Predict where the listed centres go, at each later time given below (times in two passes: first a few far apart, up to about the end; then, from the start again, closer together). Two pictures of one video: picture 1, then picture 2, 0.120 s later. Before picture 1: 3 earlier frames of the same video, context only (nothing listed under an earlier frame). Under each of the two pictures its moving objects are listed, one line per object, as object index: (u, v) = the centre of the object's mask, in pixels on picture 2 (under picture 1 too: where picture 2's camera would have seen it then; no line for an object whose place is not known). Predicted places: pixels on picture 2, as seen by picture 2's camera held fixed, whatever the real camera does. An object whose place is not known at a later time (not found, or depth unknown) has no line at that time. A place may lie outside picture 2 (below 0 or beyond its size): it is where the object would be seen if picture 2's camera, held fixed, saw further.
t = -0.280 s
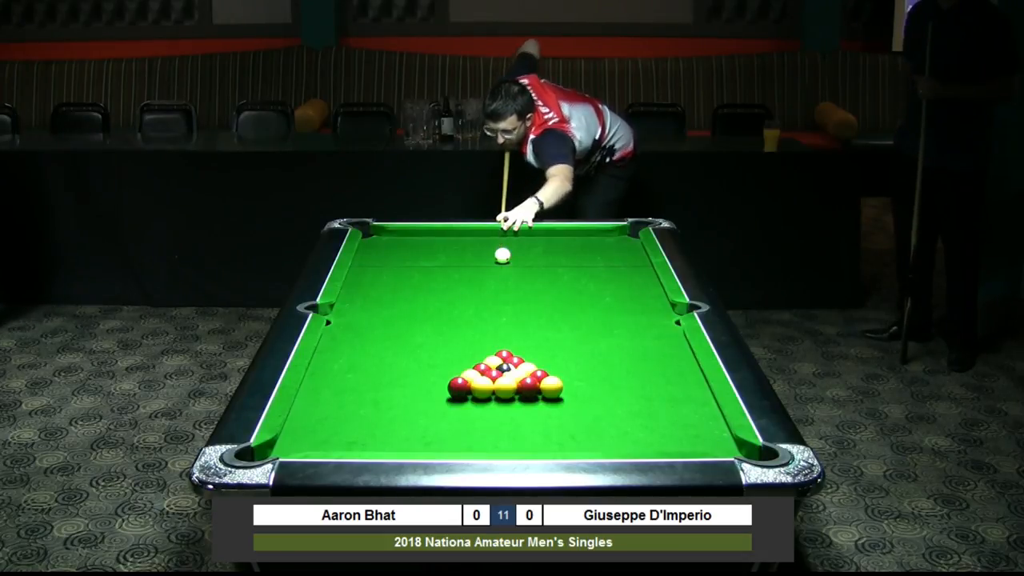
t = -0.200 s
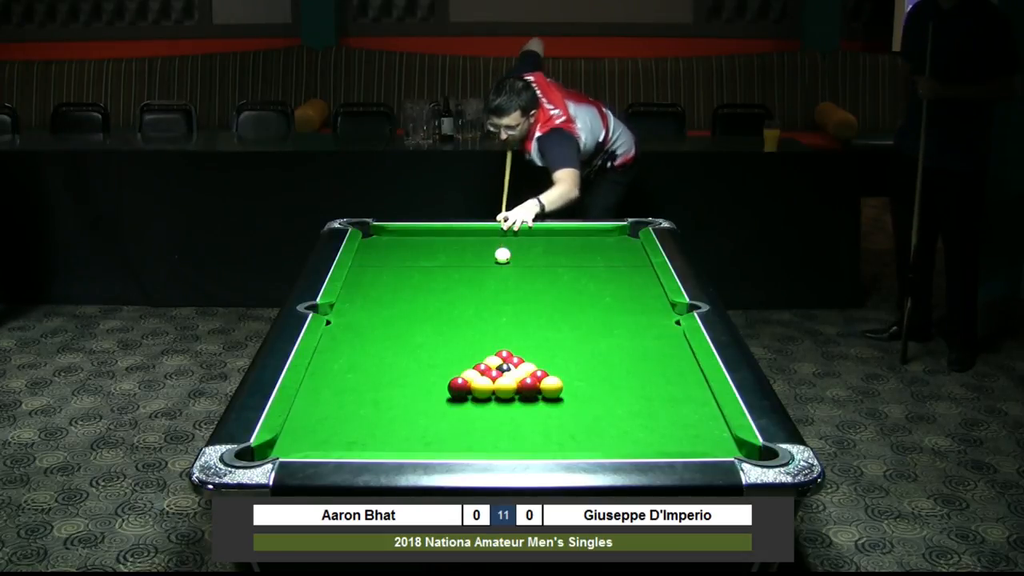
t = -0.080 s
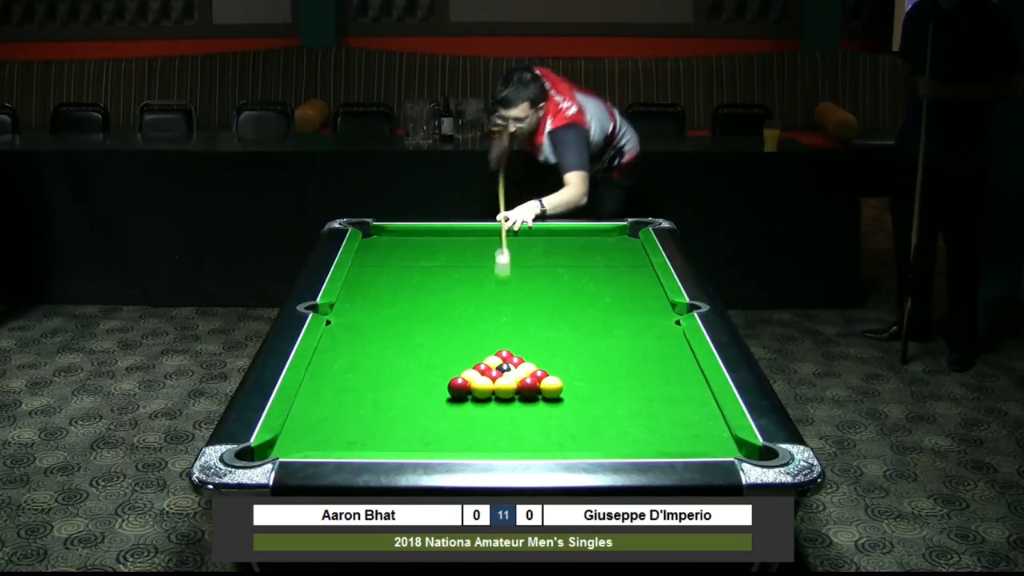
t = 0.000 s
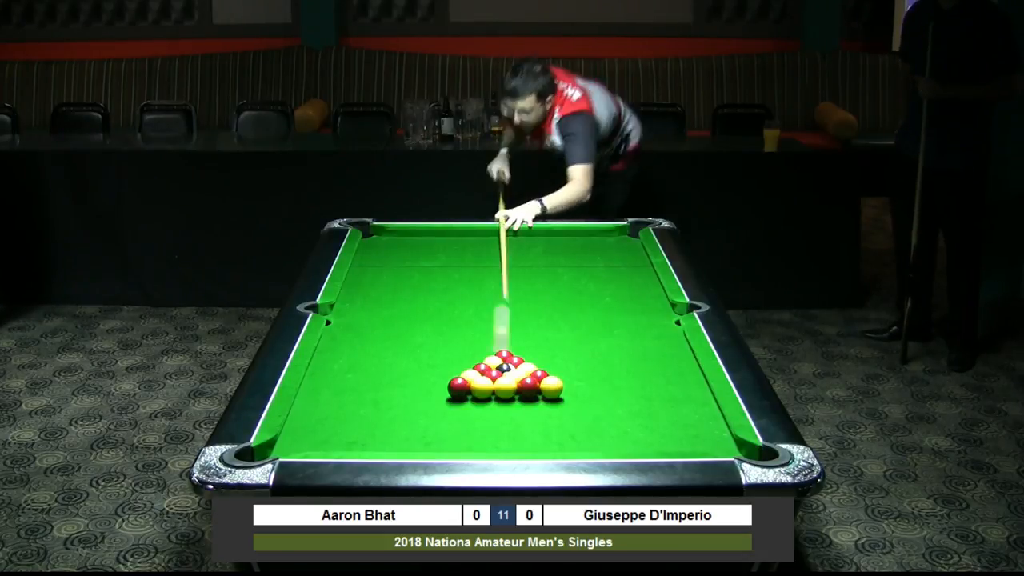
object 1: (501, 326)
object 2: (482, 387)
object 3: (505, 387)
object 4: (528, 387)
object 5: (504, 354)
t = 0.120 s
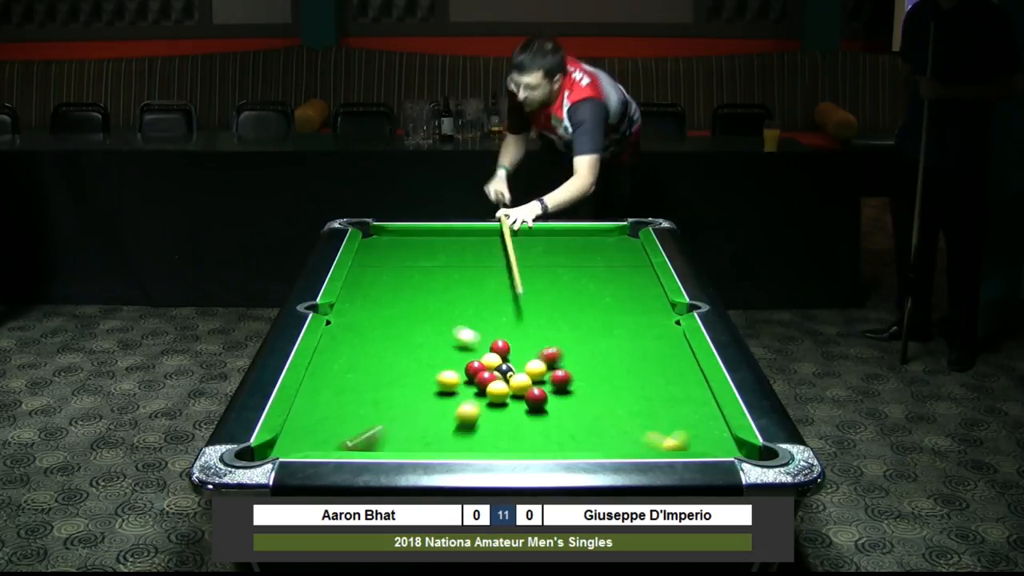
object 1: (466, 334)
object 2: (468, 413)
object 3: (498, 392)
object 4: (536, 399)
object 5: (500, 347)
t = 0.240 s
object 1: (432, 323)
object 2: (452, 440)
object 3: (490, 396)
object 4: (544, 411)
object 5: (495, 338)
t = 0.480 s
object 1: (377, 309)
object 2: (433, 421)
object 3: (475, 405)
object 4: (561, 434)
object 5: (488, 318)
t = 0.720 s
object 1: (350, 304)
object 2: (418, 390)
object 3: (461, 414)
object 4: (578, 444)
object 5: (481, 301)
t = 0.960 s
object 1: (373, 305)
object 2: (406, 364)
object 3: (447, 421)
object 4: (589, 433)
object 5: (475, 285)
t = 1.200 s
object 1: (394, 307)
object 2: (395, 343)
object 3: (435, 428)
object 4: (599, 421)
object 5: (469, 272)
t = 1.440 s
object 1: (414, 309)
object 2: (385, 323)
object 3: (424, 435)
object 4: (607, 410)
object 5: (463, 260)
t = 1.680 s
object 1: (432, 310)
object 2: (377, 306)
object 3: (416, 439)
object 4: (615, 400)
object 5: (458, 249)
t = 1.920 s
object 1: (449, 311)
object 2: (369, 292)
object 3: (409, 442)
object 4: (622, 393)
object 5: (453, 239)
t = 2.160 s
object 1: (480, 327)
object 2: (363, 279)
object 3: (403, 443)
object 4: (628, 385)
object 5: (449, 232)
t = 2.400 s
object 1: (516, 336)
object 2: (358, 267)
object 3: (399, 445)
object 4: (634, 379)
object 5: (450, 236)
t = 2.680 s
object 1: (556, 342)
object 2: (367, 256)
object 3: (396, 446)
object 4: (640, 374)
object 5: (452, 241)
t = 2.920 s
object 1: (602, 356)
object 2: (375, 248)
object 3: (396, 446)
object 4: (643, 371)
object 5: (453, 246)
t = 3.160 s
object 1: (627, 365)
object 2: (381, 241)
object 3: (396, 446)
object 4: (662, 372)
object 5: (454, 249)
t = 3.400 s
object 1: (629, 368)
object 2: (386, 234)
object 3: (396, 446)
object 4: (693, 377)
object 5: (455, 253)
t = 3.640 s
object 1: (630, 370)
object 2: (388, 233)
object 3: (396, 446)
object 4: (680, 381)
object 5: (456, 256)
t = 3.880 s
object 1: (630, 370)
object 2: (387, 237)
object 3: (396, 446)
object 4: (666, 384)
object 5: (457, 258)
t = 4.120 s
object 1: (630, 371)
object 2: (386, 240)
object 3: (396, 446)
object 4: (654, 387)
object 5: (457, 260)
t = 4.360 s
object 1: (630, 371)
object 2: (391, 242)
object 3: (396, 446)
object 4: (644, 389)
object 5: (458, 262)
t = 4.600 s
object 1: (630, 370)
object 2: (397, 243)
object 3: (396, 446)
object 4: (636, 391)
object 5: (458, 263)
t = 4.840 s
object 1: (630, 371)
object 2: (401, 244)
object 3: (396, 446)
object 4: (629, 393)
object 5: (459, 263)
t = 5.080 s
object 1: (630, 371)
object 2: (403, 244)
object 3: (396, 446)
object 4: (624, 394)
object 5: (459, 264)
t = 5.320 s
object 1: (630, 371)
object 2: (405, 244)
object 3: (396, 446)
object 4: (621, 394)
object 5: (459, 264)
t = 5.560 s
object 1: (630, 371)
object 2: (405, 245)
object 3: (396, 446)
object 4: (620, 395)
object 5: (459, 264)
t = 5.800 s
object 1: (630, 371)
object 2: (405, 245)
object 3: (396, 446)
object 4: (620, 395)
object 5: (459, 264)
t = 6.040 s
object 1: (630, 371)
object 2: (405, 245)
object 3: (396, 446)
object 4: (621, 395)
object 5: (459, 263)
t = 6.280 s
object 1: (630, 371)
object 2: (405, 244)
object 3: (396, 446)
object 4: (621, 395)
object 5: (459, 263)
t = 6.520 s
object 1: (630, 371)
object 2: (405, 244)
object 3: (396, 446)
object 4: (621, 395)
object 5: (459, 263)
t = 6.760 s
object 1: (630, 371)
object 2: (405, 244)
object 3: (396, 446)
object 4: (621, 395)
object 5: (459, 263)
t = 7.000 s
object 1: (630, 371)
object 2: (405, 244)
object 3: (396, 446)
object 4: (621, 395)
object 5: (459, 263)
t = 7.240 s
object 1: (630, 371)
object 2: (405, 245)
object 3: (396, 446)
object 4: (621, 395)
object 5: (459, 263)
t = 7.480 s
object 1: (630, 371)
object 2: (405, 244)
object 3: (396, 446)
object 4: (621, 395)
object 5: (459, 263)
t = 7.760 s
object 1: (630, 371)
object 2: (405, 244)
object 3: (396, 446)
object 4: (621, 395)
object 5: (459, 263)
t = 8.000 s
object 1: (630, 371)
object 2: (405, 244)
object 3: (396, 446)
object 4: (621, 395)
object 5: (459, 263)
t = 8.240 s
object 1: (630, 371)
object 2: (405, 244)
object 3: (396, 446)
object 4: (621, 395)
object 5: (459, 263)
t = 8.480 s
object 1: (630, 371)
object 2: (405, 244)
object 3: (396, 446)
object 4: (621, 395)
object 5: (459, 263)
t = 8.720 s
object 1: (630, 371)
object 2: (405, 245)
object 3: (396, 446)
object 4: (621, 395)
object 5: (459, 263)
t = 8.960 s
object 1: (630, 371)
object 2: (405, 245)
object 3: (396, 446)
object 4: (621, 395)
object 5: (459, 263)
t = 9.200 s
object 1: (630, 371)
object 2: (405, 245)
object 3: (396, 446)
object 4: (621, 395)
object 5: (459, 263)
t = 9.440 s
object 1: (630, 371)
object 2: (405, 245)
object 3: (396, 446)
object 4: (621, 395)
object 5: (459, 263)
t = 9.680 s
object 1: (630, 371)
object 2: (405, 245)
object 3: (396, 446)
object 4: (621, 395)
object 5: (459, 263)
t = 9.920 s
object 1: (630, 371)
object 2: (405, 245)
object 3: (396, 446)
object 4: (621, 395)
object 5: (459, 263)
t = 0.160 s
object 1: (454, 330)
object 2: (462, 423)
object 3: (495, 393)
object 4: (538, 403)
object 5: (499, 344)
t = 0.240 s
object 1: (432, 323)
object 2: (452, 440)
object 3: (490, 396)
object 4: (544, 411)
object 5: (495, 338)
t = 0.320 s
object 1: (412, 316)
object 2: (444, 442)
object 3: (485, 399)
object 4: (550, 419)
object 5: (493, 331)
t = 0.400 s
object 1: (394, 312)
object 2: (438, 431)
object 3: (480, 402)
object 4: (555, 426)
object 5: (490, 324)
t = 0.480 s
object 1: (377, 309)
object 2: (433, 421)
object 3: (475, 405)
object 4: (561, 434)
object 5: (488, 318)
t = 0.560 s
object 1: (362, 306)
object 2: (428, 410)
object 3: (470, 408)
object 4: (567, 441)
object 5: (486, 312)
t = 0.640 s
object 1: (346, 304)
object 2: (423, 399)
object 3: (465, 411)
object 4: (573, 445)
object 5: (483, 306)
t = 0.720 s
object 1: (350, 304)
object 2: (418, 390)
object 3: (461, 414)
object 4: (578, 444)
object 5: (481, 301)
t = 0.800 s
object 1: (358, 304)
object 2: (414, 381)
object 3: (456, 416)
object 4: (581, 441)
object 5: (479, 295)
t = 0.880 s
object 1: (365, 305)
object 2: (410, 373)
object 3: (452, 419)
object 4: (585, 437)
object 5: (477, 290)
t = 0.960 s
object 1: (373, 305)
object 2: (406, 364)
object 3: (447, 421)
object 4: (589, 433)
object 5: (475, 285)
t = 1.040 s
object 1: (380, 306)
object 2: (402, 357)
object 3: (443, 424)
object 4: (592, 429)
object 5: (473, 281)
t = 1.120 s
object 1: (387, 307)
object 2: (398, 349)
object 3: (439, 426)
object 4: (595, 424)
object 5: (471, 276)
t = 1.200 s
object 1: (394, 307)
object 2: (395, 343)
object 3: (435, 428)
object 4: (599, 421)
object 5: (469, 272)
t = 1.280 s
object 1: (401, 308)
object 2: (392, 336)
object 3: (431, 431)
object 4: (602, 417)
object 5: (467, 268)
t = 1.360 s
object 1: (408, 308)
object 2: (388, 329)
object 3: (428, 433)
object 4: (604, 413)
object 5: (465, 264)
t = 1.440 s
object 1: (414, 309)
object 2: (385, 323)
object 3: (424, 435)
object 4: (607, 410)
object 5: (463, 260)
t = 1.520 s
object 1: (420, 309)
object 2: (382, 317)
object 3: (421, 436)
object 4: (610, 406)
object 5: (462, 256)
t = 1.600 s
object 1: (426, 310)
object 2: (380, 312)
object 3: (418, 438)
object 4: (613, 403)
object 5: (460, 252)
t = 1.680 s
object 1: (432, 310)
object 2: (377, 306)
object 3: (416, 439)
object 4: (615, 400)
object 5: (458, 249)
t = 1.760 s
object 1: (438, 310)
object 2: (374, 301)
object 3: (413, 440)
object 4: (618, 398)
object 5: (456, 246)
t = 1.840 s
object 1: (443, 311)
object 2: (372, 296)
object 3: (411, 441)
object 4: (620, 395)
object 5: (455, 243)
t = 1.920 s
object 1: (449, 311)
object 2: (369, 292)
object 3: (409, 442)
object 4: (622, 393)
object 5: (453, 239)
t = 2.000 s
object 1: (459, 318)
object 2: (367, 287)
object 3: (407, 442)
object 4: (624, 390)
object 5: (452, 237)
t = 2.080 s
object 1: (469, 323)
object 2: (365, 283)
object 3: (405, 443)
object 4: (626, 388)
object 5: (450, 234)
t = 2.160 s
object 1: (480, 327)
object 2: (363, 279)
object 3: (403, 443)
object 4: (628, 385)
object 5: (449, 232)
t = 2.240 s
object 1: (492, 332)
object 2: (361, 274)
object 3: (401, 444)
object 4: (630, 383)
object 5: (449, 234)
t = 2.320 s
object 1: (504, 335)
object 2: (359, 271)
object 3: (400, 445)
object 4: (632, 382)
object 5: (450, 235)
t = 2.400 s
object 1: (516, 336)
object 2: (358, 267)
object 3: (399, 445)
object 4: (634, 379)
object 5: (450, 236)
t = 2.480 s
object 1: (527, 338)
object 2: (361, 264)
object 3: (398, 445)
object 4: (636, 378)
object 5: (451, 238)
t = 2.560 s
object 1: (539, 339)
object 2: (363, 261)
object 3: (397, 446)
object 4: (637, 376)
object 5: (451, 239)
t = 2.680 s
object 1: (556, 342)
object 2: (367, 256)
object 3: (396, 446)
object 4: (640, 374)
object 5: (452, 241)
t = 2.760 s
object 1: (571, 346)
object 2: (370, 254)
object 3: (396, 446)
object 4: (641, 373)
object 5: (452, 243)
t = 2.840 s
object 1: (587, 351)
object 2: (372, 251)
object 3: (396, 446)
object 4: (642, 372)
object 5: (453, 244)
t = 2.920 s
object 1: (602, 356)
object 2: (375, 248)
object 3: (396, 446)
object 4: (643, 371)
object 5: (453, 246)
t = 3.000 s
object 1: (617, 361)
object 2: (377, 246)
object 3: (396, 446)
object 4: (644, 370)
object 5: (454, 247)
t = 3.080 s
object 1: (626, 365)
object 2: (379, 243)
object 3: (396, 446)
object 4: (651, 369)
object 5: (454, 248)
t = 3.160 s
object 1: (627, 365)
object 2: (381, 241)
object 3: (396, 446)
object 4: (662, 372)
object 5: (454, 249)
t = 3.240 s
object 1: (627, 366)
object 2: (383, 239)
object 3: (396, 446)
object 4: (673, 374)
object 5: (455, 250)
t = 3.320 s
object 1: (628, 367)
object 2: (385, 237)
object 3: (396, 446)
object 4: (683, 375)
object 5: (455, 251)
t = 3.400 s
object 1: (629, 368)
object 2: (386, 234)
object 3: (396, 446)
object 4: (693, 377)
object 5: (455, 253)
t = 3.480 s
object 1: (629, 369)
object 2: (388, 232)
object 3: (396, 446)
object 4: (690, 378)
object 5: (456, 254)
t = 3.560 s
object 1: (630, 369)
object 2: (389, 232)
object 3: (396, 446)
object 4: (685, 380)
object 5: (456, 255)
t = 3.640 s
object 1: (630, 370)
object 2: (388, 233)
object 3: (396, 446)
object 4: (680, 381)
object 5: (456, 256)
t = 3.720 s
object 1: (630, 370)
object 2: (388, 235)
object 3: (396, 446)
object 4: (675, 382)
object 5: (457, 257)
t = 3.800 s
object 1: (630, 370)
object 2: (387, 236)
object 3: (396, 446)
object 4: (671, 383)
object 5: (457, 257)
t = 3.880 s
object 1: (630, 370)
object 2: (387, 237)
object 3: (396, 446)
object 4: (666, 384)
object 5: (457, 258)
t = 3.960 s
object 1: (630, 370)
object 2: (386, 238)
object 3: (396, 446)
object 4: (662, 385)
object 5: (457, 259)
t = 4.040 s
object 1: (630, 371)
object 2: (386, 239)
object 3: (396, 446)
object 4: (658, 386)
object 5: (457, 259)
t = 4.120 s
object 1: (630, 371)
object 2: (386, 240)
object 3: (396, 446)
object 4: (654, 387)
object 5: (457, 260)
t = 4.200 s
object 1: (630, 371)
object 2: (387, 241)
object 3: (396, 446)
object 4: (651, 388)
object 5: (458, 260)
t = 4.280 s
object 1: (630, 371)
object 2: (389, 242)
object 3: (396, 446)
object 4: (647, 388)
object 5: (458, 261)
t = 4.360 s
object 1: (630, 371)
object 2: (391, 242)
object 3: (396, 446)
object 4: (644, 389)
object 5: (458, 262)
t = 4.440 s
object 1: (630, 371)
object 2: (393, 242)
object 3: (396, 446)
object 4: (641, 390)
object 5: (458, 262)
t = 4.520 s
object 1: (630, 370)
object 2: (395, 243)
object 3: (396, 446)
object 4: (638, 391)
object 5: (458, 262)
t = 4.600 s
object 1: (630, 370)
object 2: (397, 243)
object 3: (396, 446)
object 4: (636, 391)
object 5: (458, 263)
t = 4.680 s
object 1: (630, 370)
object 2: (398, 243)
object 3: (396, 446)
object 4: (634, 391)
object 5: (458, 263)
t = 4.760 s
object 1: (630, 370)
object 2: (400, 243)
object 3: (396, 446)
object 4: (631, 392)
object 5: (458, 263)
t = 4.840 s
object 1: (630, 371)
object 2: (401, 244)
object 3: (396, 446)
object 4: (629, 393)
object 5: (459, 263)
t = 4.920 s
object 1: (630, 371)
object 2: (402, 244)
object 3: (396, 446)
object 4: (627, 393)
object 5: (459, 264)
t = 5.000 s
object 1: (630, 371)
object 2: (402, 244)
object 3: (396, 446)
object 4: (625, 393)
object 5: (459, 264)
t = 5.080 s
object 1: (630, 371)
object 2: (403, 244)
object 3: (396, 446)
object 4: (624, 394)
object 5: (459, 264)
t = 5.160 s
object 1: (630, 371)
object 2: (404, 244)
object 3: (396, 446)
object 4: (623, 394)
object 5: (459, 264)
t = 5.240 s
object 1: (630, 371)
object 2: (404, 244)
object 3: (396, 446)
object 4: (622, 394)
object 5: (459, 264)
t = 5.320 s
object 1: (630, 371)
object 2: (405, 244)
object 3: (396, 446)
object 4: (621, 394)
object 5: (459, 264)
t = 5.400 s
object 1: (630, 371)
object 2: (405, 245)
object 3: (396, 446)
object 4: (621, 395)
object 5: (459, 264)
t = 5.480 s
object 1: (630, 371)
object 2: (405, 245)
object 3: (396, 446)
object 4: (620, 395)
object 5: (459, 264)
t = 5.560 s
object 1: (630, 371)
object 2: (405, 245)
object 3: (396, 446)
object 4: (620, 395)
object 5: (459, 264)
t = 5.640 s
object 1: (630, 371)
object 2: (405, 245)
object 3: (396, 446)
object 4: (620, 395)
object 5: (459, 264)
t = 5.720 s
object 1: (630, 371)
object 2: (405, 245)
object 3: (396, 446)
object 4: (620, 395)
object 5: (459, 264)
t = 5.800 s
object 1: (630, 371)
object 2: (405, 245)
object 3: (396, 446)
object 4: (620, 395)
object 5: (459, 264)
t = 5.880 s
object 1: (630, 371)
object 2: (405, 245)
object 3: (396, 446)
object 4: (620, 395)
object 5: (459, 264)
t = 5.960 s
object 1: (630, 371)
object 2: (405, 244)
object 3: (396, 446)
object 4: (621, 395)
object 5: (459, 263)
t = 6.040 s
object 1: (630, 371)
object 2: (405, 245)
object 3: (396, 446)
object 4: (621, 395)
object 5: (459, 263)
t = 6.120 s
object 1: (630, 371)
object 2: (405, 245)
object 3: (396, 446)
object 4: (621, 395)
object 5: (459, 264)
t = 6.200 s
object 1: (630, 371)
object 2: (405, 245)
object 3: (396, 446)
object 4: (621, 395)
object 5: (459, 264)
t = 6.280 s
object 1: (630, 371)
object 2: (405, 244)
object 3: (396, 446)
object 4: (621, 395)
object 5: (459, 263)
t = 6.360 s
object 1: (630, 371)
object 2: (405, 245)
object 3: (396, 446)
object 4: (621, 395)
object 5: (459, 263)
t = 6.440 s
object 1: (630, 371)
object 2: (405, 245)
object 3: (396, 446)
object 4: (621, 395)
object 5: (459, 263)
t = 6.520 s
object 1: (630, 371)
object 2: (405, 244)
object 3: (396, 446)
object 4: (621, 395)
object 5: (459, 263)
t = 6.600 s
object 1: (630, 371)
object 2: (405, 244)
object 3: (396, 446)
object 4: (621, 395)
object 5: (459, 263)
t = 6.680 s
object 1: (630, 371)
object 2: (405, 244)
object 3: (396, 446)
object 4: (621, 395)
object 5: (459, 263)
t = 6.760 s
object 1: (630, 371)
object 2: (405, 244)
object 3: (396, 446)
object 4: (621, 395)
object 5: (459, 263)
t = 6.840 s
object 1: (630, 371)
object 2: (405, 244)
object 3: (396, 446)
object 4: (621, 395)
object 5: (459, 263)
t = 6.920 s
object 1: (630, 371)
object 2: (405, 244)
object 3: (396, 446)
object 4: (621, 395)
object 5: (459, 263)
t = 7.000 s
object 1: (630, 371)
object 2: (405, 244)
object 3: (396, 446)
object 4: (621, 395)
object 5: (459, 263)
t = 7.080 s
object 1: (630, 371)
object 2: (405, 244)
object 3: (396, 446)
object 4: (621, 395)
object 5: (459, 263)
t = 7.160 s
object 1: (630, 371)
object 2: (405, 245)
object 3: (396, 446)
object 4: (621, 395)
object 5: (459, 263)
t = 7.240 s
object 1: (630, 371)
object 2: (405, 245)
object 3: (396, 446)
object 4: (621, 395)
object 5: (459, 263)
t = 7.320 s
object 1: (630, 371)
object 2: (405, 244)
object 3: (396, 446)
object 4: (621, 395)
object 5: (459, 263)
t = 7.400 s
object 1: (630, 371)
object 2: (405, 244)
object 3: (396, 446)
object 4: (621, 395)
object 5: (459, 263)
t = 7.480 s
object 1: (630, 371)
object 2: (405, 244)
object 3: (396, 446)
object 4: (621, 395)
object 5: (459, 263)
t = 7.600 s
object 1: (630, 371)
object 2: (405, 244)
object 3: (396, 446)
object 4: (621, 395)
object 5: (459, 263)
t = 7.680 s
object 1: (630, 371)
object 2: (405, 244)
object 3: (396, 446)
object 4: (621, 395)
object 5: (459, 263)
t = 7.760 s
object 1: (630, 371)
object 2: (405, 244)
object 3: (396, 446)
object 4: (621, 395)
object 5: (459, 263)
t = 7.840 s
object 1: (630, 371)
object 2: (405, 244)
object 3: (396, 446)
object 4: (621, 395)
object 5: (459, 263)
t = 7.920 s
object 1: (630, 371)
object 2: (405, 244)
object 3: (396, 446)
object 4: (621, 395)
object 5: (459, 263)
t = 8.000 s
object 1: (630, 371)
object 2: (405, 244)
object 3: (396, 446)
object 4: (621, 395)
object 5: (459, 263)
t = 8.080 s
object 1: (630, 371)
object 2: (405, 245)
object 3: (396, 446)
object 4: (621, 395)
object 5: (459, 263)
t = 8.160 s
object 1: (630, 371)
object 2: (405, 245)
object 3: (396, 446)
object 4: (621, 395)
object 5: (459, 263)
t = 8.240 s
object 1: (630, 371)
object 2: (405, 244)
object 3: (396, 446)
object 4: (621, 395)
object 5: (459, 263)
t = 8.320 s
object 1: (630, 371)
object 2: (405, 245)
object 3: (396, 446)
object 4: (621, 395)
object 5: (459, 263)
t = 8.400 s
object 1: (630, 371)
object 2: (405, 244)
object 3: (396, 446)
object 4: (621, 395)
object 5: (459, 263)
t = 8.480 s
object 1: (630, 371)
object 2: (405, 244)
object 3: (396, 446)
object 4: (621, 395)
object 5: (459, 263)
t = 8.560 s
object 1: (630, 371)
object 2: (405, 245)
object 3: (396, 446)
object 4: (621, 395)
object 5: (459, 263)
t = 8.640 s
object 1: (630, 371)
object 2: (405, 245)
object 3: (396, 446)
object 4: (621, 395)
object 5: (459, 263)
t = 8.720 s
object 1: (630, 371)
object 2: (405, 245)
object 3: (396, 446)
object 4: (621, 395)
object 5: (459, 263)
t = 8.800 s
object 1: (630, 371)
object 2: (405, 245)
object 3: (396, 446)
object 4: (621, 395)
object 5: (459, 263)
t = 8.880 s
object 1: (630, 371)
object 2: (405, 245)
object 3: (396, 446)
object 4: (621, 395)
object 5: (459, 263)
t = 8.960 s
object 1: (630, 371)
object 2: (405, 245)
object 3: (396, 446)
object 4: (621, 395)
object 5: (459, 263)
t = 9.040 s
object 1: (630, 371)
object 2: (405, 245)
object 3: (396, 446)
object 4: (621, 395)
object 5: (459, 263)
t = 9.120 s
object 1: (630, 371)
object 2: (405, 245)
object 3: (396, 446)
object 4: (621, 395)
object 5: (459, 263)
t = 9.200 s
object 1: (630, 371)
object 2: (405, 245)
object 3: (396, 446)
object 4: (621, 395)
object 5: (459, 263)
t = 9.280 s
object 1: (630, 371)
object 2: (405, 245)
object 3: (396, 446)
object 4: (621, 395)
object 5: (459, 263)
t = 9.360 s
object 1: (630, 371)
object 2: (405, 245)
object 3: (396, 446)
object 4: (621, 395)
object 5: (459, 263)
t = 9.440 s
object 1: (630, 371)
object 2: (405, 245)
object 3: (396, 446)
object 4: (621, 395)
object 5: (459, 263)
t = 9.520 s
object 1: (630, 371)
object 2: (405, 245)
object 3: (396, 446)
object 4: (621, 395)
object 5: (459, 263)
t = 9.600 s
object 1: (630, 371)
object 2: (405, 245)
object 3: (396, 446)
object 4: (621, 395)
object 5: (459, 263)
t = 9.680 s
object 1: (630, 371)
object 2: (405, 245)
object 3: (396, 446)
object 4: (621, 395)
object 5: (459, 263)
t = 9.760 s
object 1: (630, 371)
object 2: (405, 245)
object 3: (396, 446)
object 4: (621, 395)
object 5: (459, 263)
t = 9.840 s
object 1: (630, 371)
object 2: (405, 245)
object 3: (396, 446)
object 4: (621, 395)
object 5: (459, 263)
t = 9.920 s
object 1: (630, 371)
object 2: (405, 245)
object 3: (396, 446)
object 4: (621, 395)
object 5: (459, 263)
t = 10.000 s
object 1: (630, 371)
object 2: (405, 245)
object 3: (396, 446)
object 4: (621, 395)
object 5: (459, 263)
